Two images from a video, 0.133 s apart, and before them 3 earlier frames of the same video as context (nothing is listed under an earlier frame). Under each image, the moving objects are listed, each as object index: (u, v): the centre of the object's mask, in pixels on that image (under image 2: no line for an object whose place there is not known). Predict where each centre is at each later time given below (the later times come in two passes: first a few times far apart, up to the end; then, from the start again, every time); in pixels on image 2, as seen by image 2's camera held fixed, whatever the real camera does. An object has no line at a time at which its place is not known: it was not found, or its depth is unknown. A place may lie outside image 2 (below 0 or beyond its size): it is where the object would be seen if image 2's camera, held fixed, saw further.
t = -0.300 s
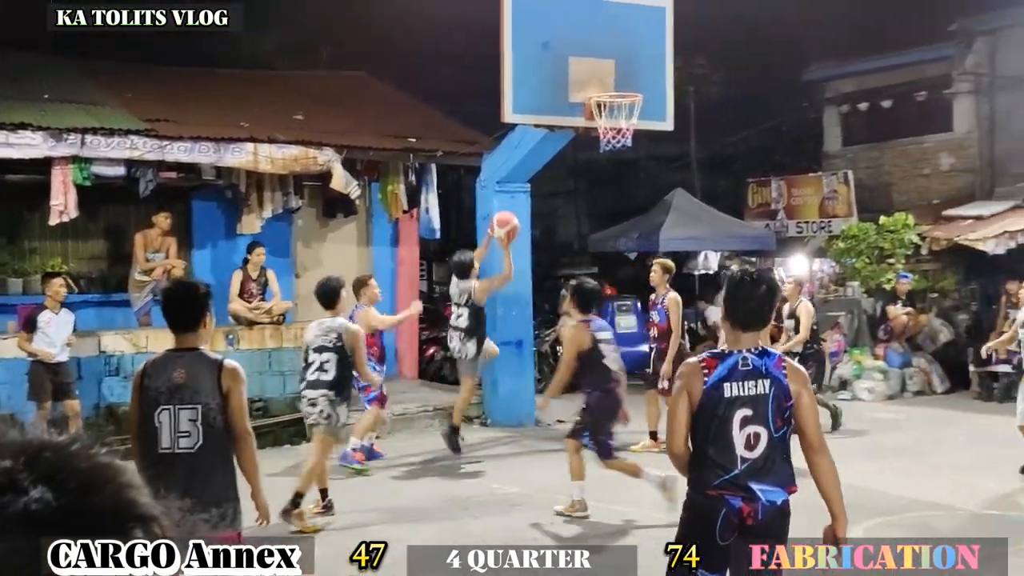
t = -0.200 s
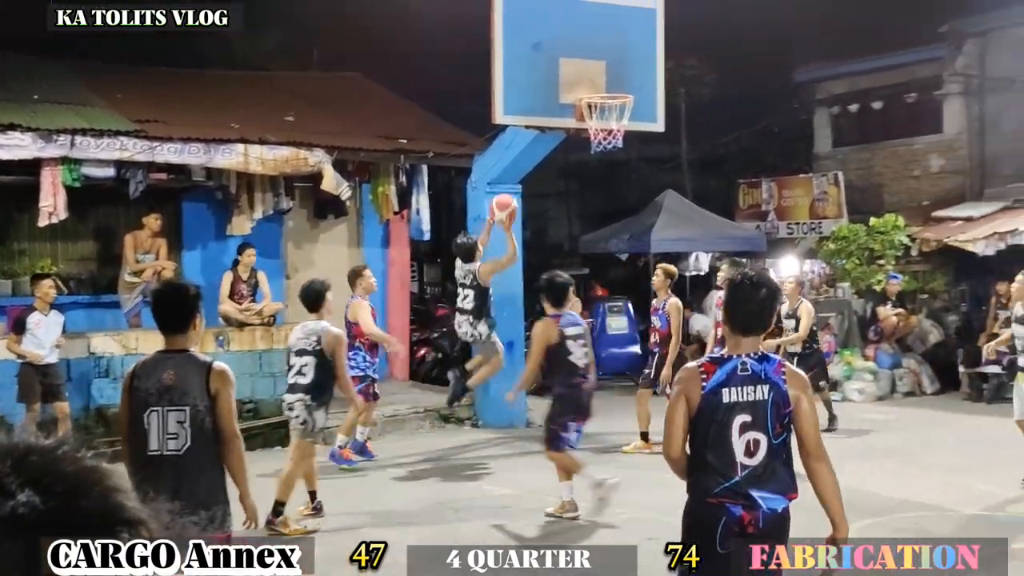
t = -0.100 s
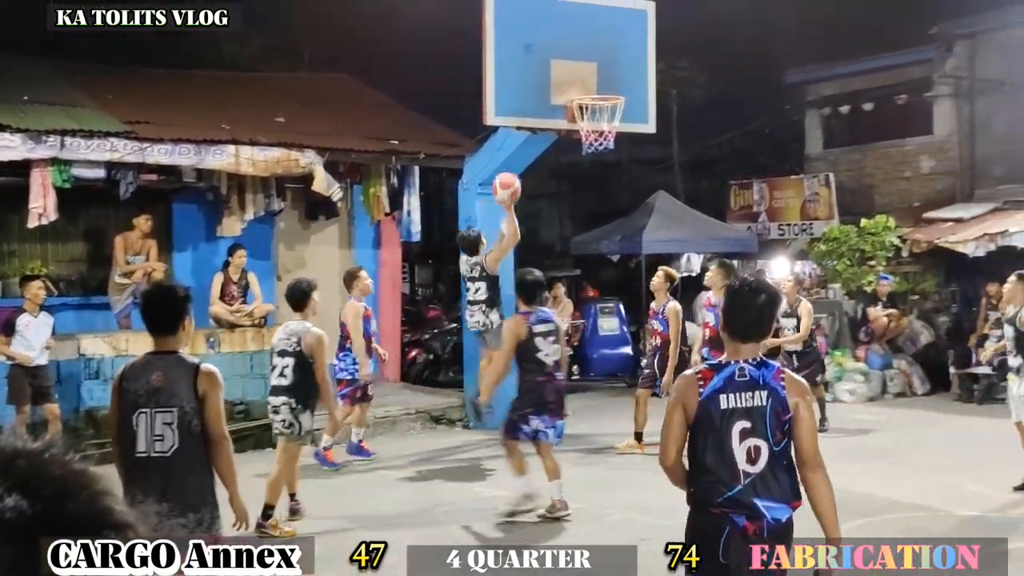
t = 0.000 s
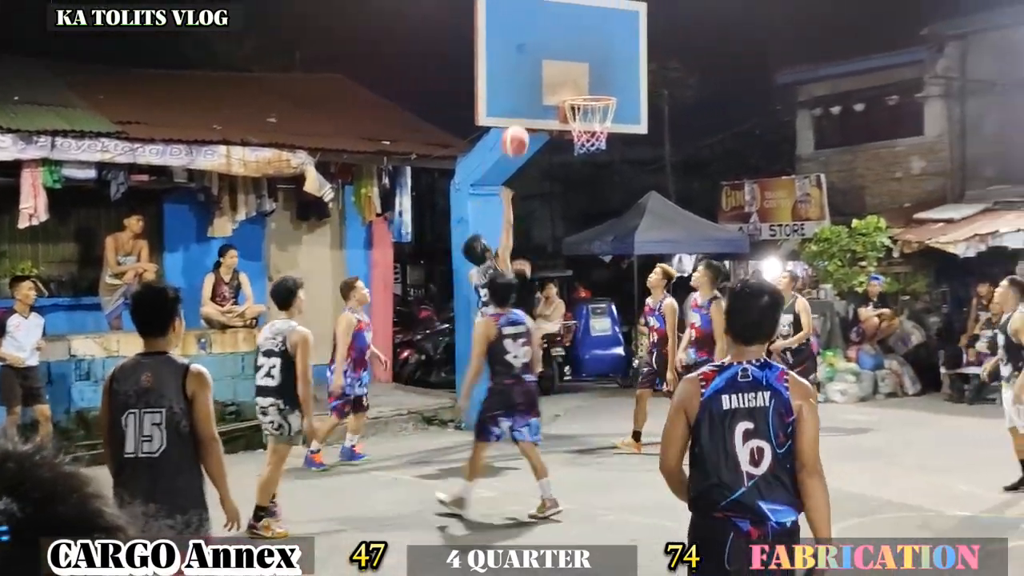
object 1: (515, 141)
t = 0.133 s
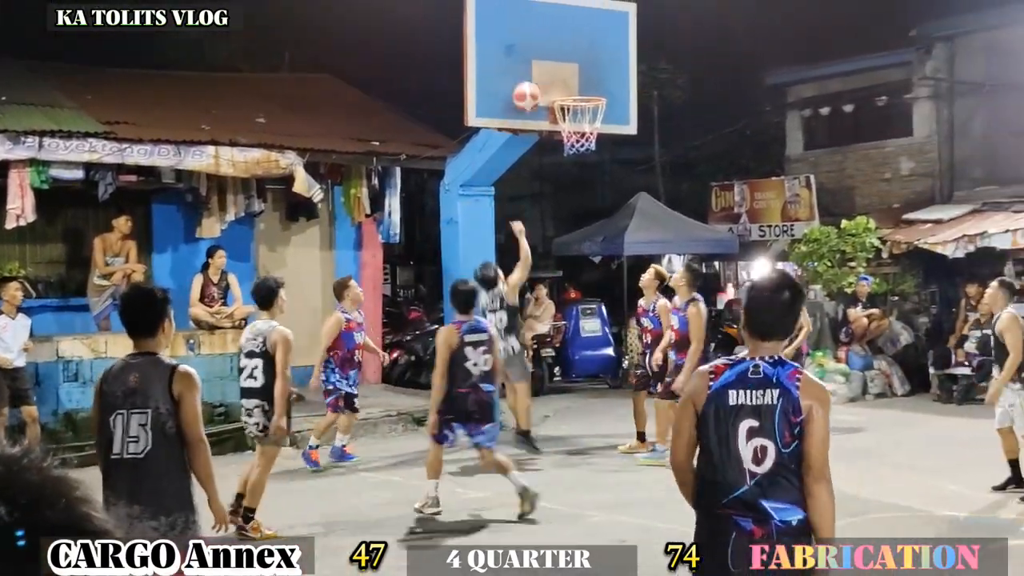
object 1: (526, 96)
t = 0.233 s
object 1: (549, 83)
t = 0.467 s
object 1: (582, 89)
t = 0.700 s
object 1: (565, 130)
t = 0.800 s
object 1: (570, 152)
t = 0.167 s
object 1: (531, 88)
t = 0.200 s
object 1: (539, 86)
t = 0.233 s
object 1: (549, 83)
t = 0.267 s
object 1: (557, 83)
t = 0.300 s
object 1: (567, 84)
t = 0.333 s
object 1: (576, 85)
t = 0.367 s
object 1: (585, 87)
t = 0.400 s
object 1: (593, 89)
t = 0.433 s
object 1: (587, 89)
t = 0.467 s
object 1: (582, 89)
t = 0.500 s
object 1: (576, 90)
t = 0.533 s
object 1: (570, 93)
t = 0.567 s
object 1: (563, 105)
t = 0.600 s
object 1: (564, 111)
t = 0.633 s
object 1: (567, 116)
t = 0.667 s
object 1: (565, 123)
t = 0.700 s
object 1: (565, 130)
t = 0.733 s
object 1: (567, 137)
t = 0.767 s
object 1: (568, 145)
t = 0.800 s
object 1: (570, 152)
